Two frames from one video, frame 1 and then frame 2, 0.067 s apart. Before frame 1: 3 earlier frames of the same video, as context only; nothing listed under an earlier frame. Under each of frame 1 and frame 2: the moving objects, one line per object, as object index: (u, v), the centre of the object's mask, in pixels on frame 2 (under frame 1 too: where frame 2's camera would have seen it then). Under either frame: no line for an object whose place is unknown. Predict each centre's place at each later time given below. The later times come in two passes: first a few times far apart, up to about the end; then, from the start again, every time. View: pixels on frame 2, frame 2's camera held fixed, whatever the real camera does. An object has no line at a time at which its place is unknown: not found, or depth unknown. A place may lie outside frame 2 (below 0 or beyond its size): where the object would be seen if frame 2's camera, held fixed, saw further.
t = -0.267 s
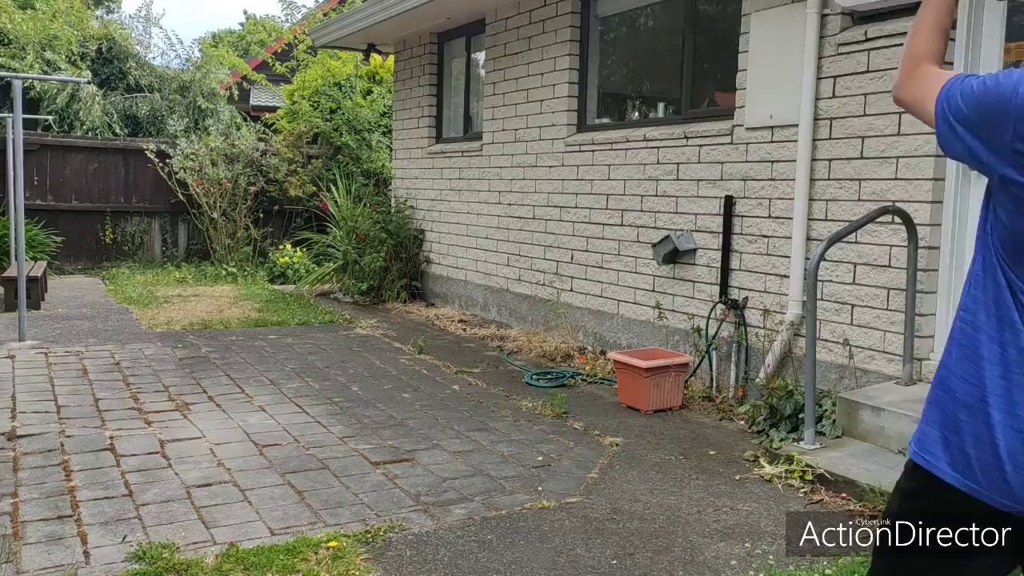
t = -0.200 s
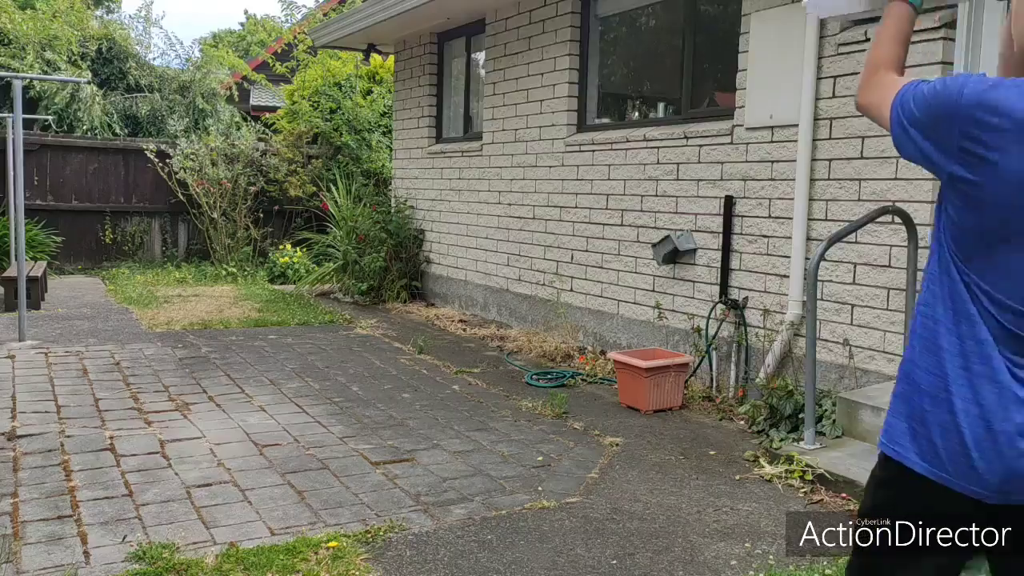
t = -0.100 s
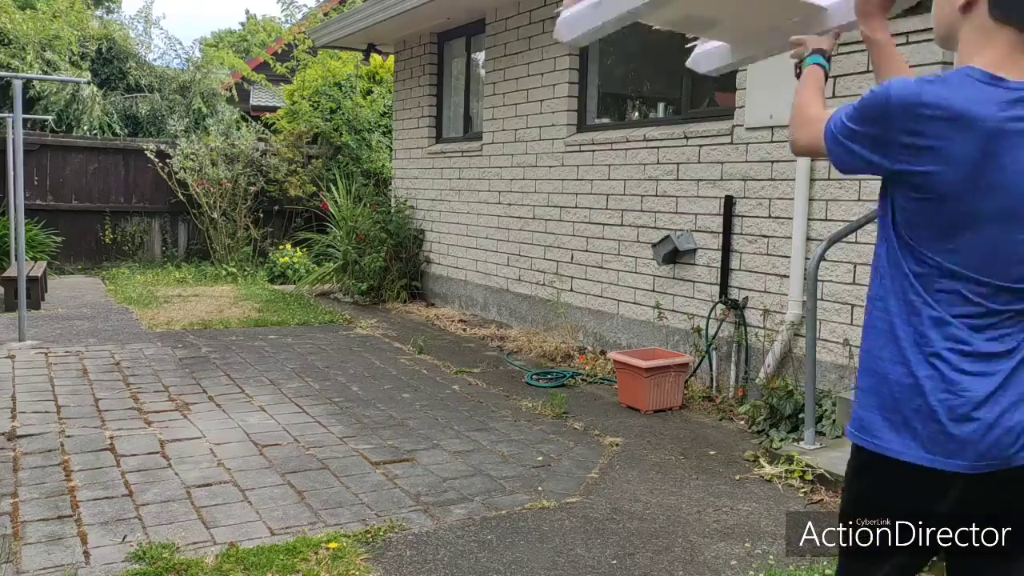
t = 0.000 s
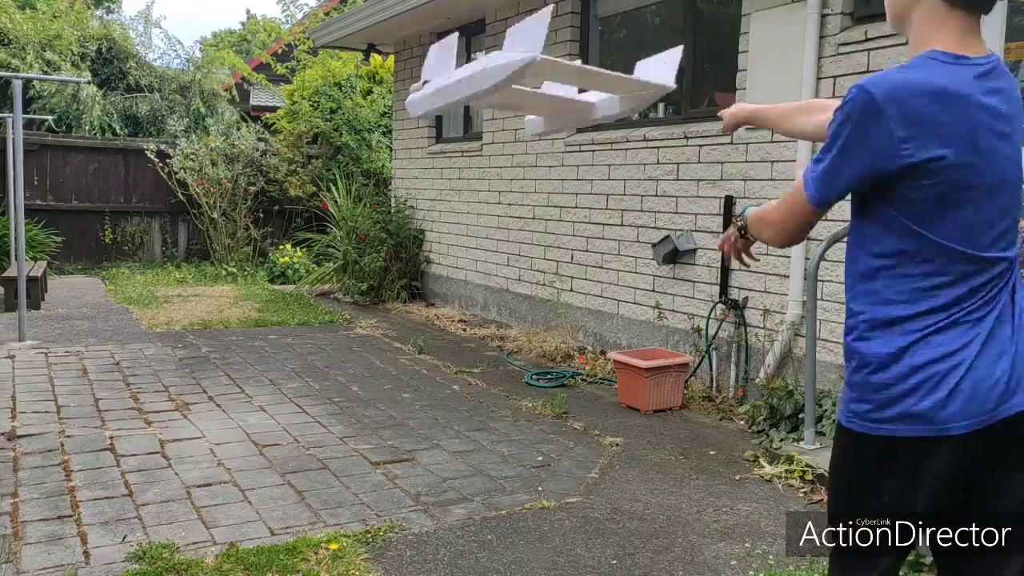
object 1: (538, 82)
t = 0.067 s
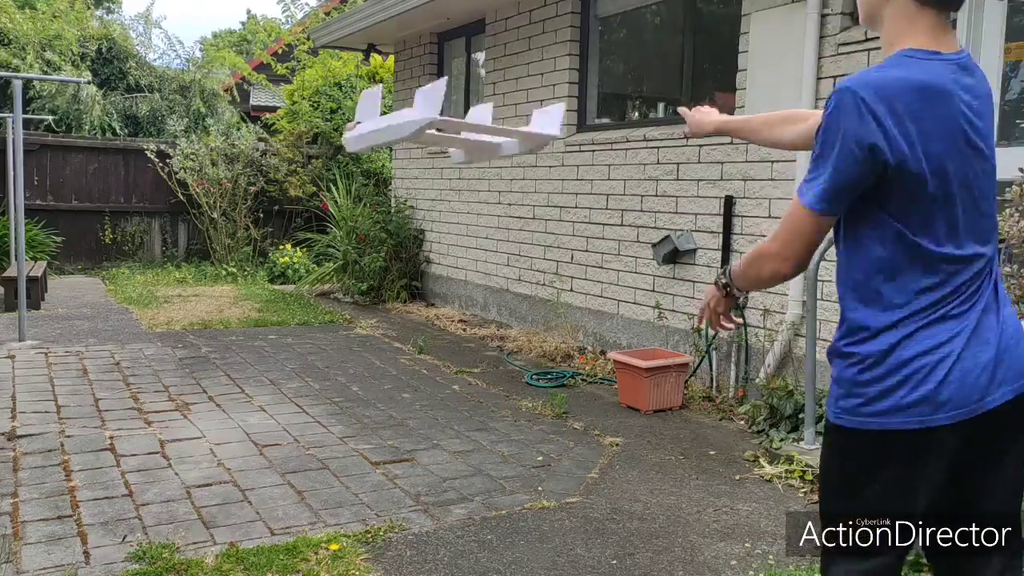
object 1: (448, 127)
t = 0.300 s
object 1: (297, 182)
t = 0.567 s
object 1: (226, 153)
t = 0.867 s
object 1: (181, 123)
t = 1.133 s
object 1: (151, 136)
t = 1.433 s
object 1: (122, 199)
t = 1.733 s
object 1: (99, 280)
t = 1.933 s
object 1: (103, 282)
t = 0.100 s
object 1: (414, 144)
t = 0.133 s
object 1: (386, 159)
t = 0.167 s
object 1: (360, 169)
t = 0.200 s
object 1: (342, 174)
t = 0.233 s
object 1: (324, 178)
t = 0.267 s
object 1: (310, 182)
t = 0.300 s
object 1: (297, 182)
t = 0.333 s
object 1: (284, 181)
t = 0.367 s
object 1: (274, 180)
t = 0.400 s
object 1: (264, 177)
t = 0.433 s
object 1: (254, 172)
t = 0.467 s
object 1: (246, 168)
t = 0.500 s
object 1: (238, 163)
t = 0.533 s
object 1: (231, 157)
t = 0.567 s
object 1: (226, 153)
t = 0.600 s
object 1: (220, 147)
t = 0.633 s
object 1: (214, 143)
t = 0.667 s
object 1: (209, 138)
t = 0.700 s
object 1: (204, 135)
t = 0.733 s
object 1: (199, 132)
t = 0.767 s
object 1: (194, 129)
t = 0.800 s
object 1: (190, 127)
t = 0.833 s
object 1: (186, 125)
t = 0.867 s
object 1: (181, 123)
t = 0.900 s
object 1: (177, 123)
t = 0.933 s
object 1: (173, 123)
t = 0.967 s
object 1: (169, 123)
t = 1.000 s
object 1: (165, 124)
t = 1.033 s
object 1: (162, 126)
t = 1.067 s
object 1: (158, 129)
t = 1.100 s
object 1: (154, 132)
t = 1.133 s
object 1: (151, 136)
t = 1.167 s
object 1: (147, 141)
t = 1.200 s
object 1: (144, 146)
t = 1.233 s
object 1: (140, 152)
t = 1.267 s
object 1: (137, 159)
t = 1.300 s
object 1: (134, 167)
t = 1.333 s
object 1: (131, 174)
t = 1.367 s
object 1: (128, 182)
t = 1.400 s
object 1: (125, 191)
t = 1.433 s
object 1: (122, 199)
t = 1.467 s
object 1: (120, 208)
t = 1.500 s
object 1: (117, 217)
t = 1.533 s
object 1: (115, 226)
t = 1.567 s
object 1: (113, 235)
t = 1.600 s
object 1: (110, 244)
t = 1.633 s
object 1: (108, 253)
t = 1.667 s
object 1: (105, 262)
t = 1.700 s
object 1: (103, 271)
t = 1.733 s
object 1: (99, 280)
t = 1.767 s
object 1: (100, 282)
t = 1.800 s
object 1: (103, 283)
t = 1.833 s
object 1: (103, 282)
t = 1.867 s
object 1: (103, 281)
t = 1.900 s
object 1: (103, 281)
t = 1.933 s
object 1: (103, 282)
